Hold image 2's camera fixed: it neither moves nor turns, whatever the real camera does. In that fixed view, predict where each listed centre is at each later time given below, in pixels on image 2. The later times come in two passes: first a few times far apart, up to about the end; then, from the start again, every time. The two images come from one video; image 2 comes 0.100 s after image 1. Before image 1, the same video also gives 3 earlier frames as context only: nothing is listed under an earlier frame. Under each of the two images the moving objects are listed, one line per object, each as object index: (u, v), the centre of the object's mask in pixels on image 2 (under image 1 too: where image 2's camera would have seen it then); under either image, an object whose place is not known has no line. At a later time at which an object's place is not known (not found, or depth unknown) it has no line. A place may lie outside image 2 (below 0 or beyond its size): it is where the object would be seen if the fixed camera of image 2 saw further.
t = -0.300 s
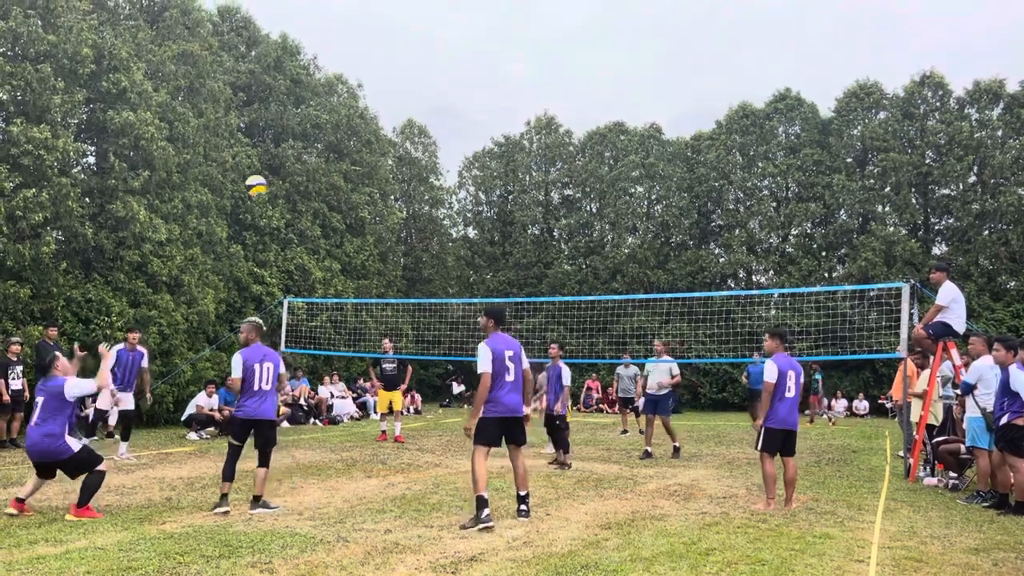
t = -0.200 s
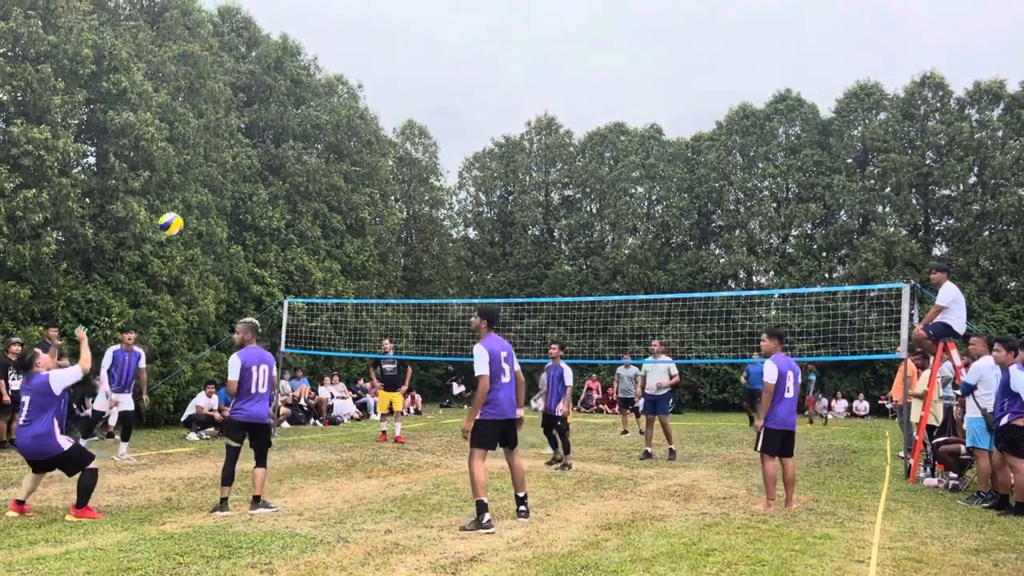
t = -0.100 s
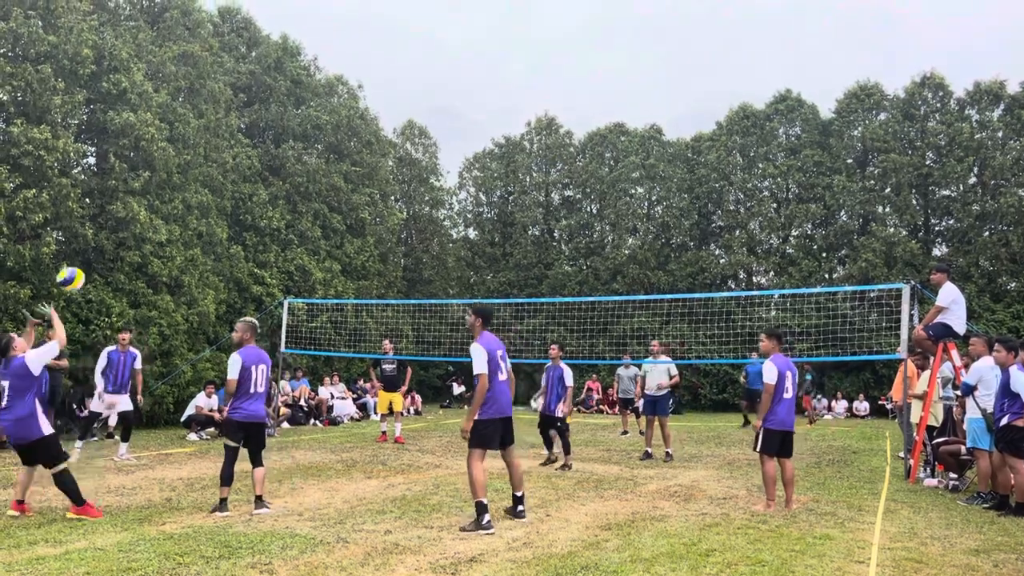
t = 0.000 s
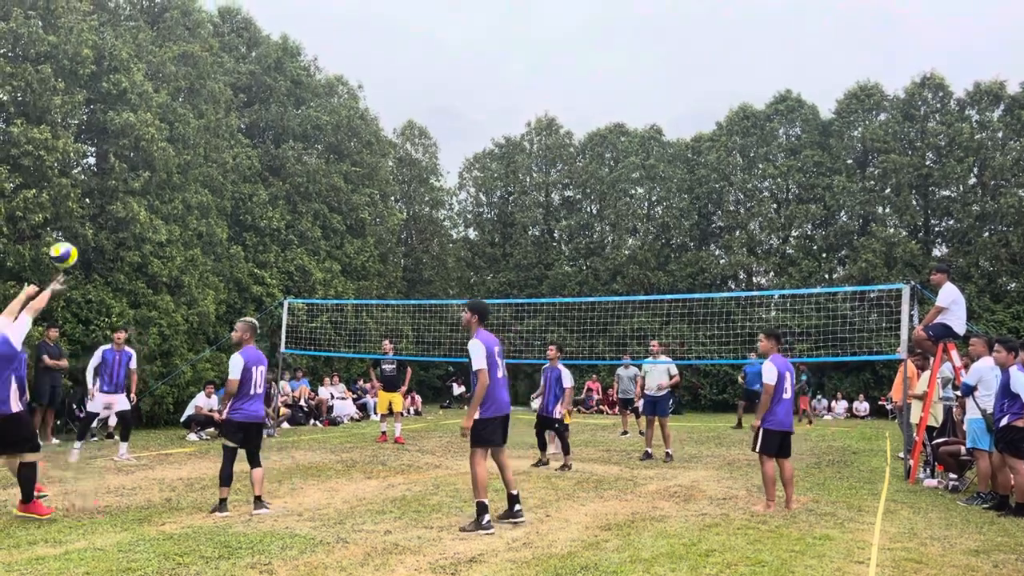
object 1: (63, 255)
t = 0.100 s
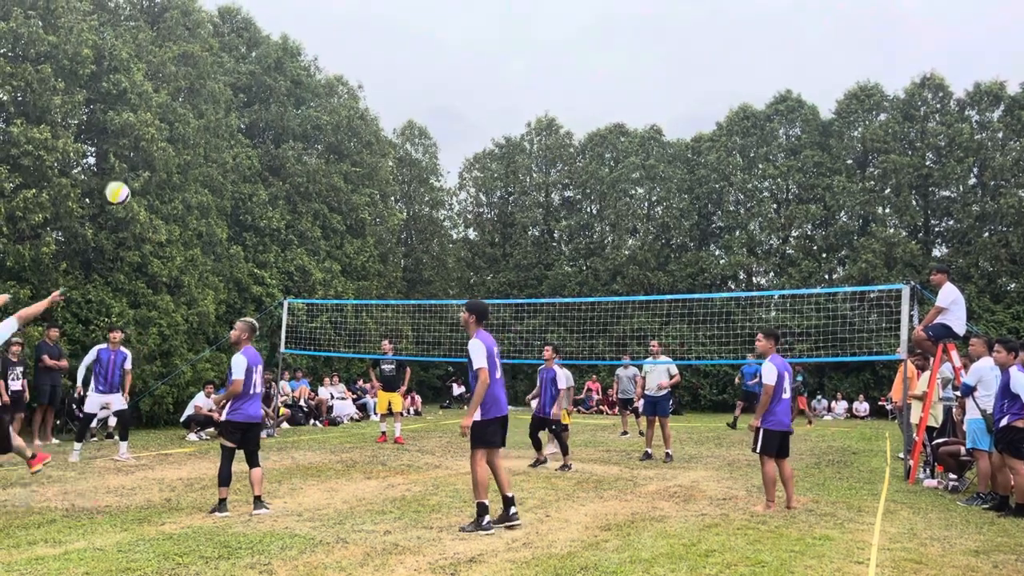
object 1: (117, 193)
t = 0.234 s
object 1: (179, 140)
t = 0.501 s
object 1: (276, 96)
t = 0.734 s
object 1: (344, 119)
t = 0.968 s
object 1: (397, 181)
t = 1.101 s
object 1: (423, 230)
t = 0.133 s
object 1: (134, 177)
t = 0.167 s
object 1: (149, 164)
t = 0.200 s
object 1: (164, 150)
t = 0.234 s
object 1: (179, 140)
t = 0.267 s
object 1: (193, 130)
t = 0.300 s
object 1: (206, 121)
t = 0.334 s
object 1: (219, 114)
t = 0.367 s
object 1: (231, 108)
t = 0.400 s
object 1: (243, 105)
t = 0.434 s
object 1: (254, 100)
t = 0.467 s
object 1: (265, 98)
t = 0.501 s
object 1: (276, 96)
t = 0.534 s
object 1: (287, 98)
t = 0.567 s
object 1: (298, 97)
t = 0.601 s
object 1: (306, 99)
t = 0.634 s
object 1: (316, 103)
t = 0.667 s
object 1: (325, 107)
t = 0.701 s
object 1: (335, 112)
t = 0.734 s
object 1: (344, 119)
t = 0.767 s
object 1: (351, 125)
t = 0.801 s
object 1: (359, 132)
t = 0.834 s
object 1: (368, 139)
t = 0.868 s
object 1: (375, 149)
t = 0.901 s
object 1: (383, 158)
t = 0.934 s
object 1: (390, 168)
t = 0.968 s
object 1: (397, 181)
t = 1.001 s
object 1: (403, 191)
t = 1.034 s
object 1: (409, 203)
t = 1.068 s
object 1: (416, 216)
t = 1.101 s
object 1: (423, 230)
